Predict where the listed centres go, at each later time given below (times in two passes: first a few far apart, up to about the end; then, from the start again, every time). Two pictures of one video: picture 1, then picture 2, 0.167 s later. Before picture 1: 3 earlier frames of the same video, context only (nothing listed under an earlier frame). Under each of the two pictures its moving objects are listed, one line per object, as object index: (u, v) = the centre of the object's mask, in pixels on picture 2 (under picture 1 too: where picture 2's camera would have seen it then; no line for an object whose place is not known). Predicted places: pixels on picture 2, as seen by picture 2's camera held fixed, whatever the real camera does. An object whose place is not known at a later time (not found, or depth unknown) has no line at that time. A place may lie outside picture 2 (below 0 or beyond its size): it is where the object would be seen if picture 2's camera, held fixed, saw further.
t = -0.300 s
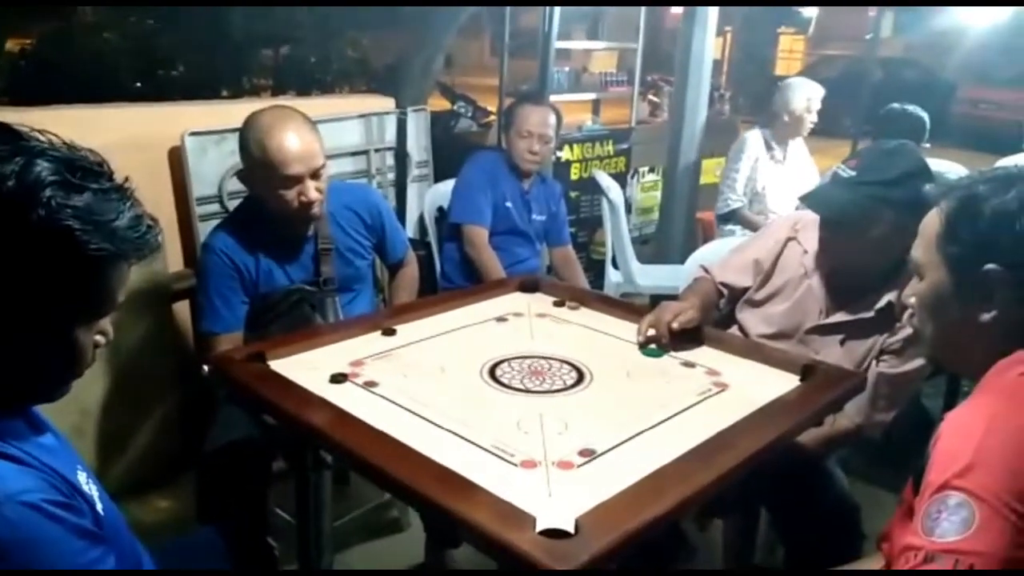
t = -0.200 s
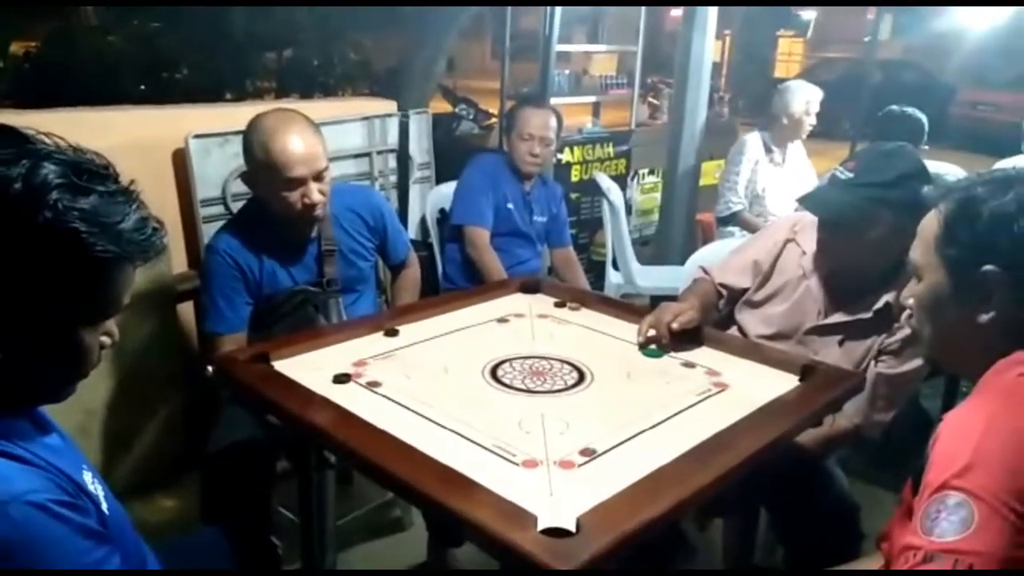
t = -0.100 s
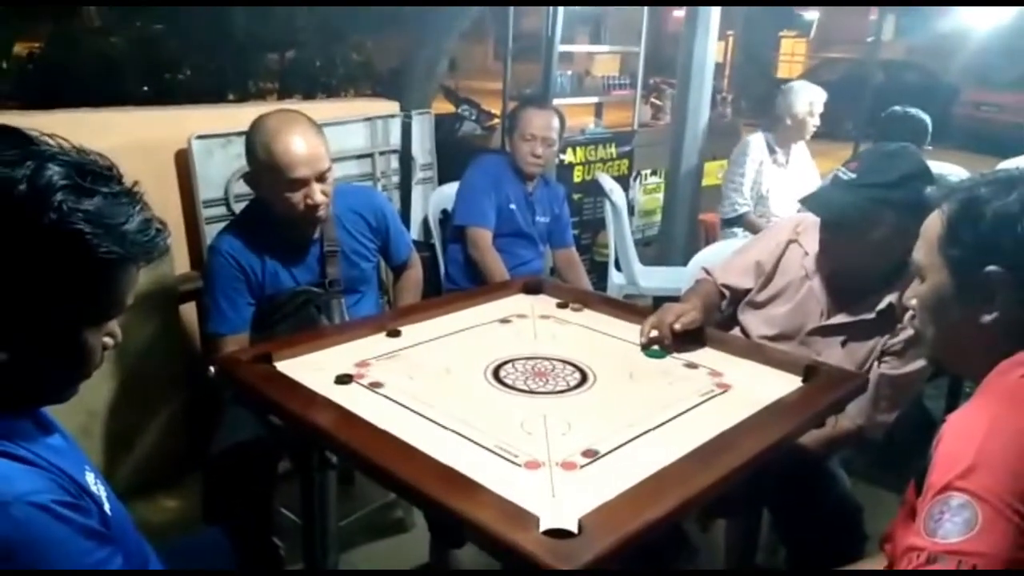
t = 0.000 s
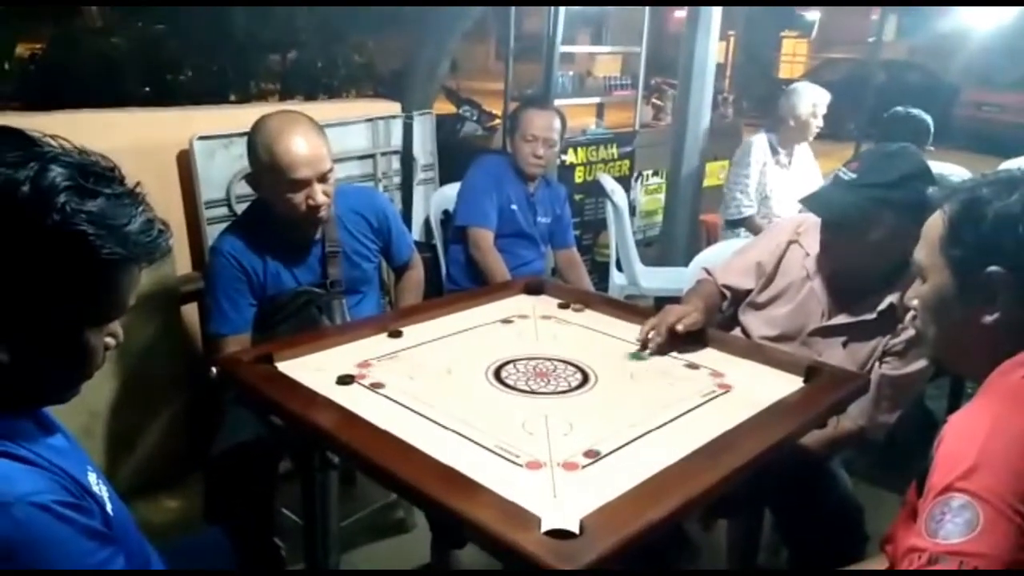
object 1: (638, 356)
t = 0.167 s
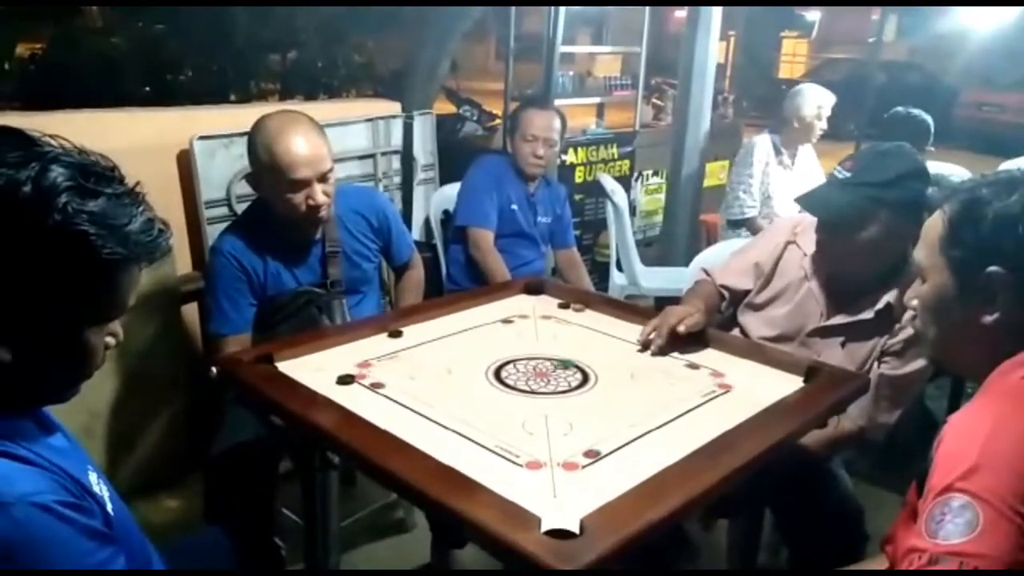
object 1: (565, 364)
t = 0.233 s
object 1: (535, 367)
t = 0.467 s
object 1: (423, 381)
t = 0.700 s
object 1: (328, 389)
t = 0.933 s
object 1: (335, 377)
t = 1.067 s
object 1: (337, 373)
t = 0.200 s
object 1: (548, 366)
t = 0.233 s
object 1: (535, 367)
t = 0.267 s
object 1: (519, 369)
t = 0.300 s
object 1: (503, 372)
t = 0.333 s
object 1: (489, 373)
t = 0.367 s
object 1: (471, 375)
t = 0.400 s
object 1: (455, 377)
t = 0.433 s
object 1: (440, 379)
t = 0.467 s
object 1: (423, 381)
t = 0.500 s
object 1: (406, 383)
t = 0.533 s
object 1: (389, 385)
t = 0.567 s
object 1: (374, 387)
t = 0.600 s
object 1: (356, 389)
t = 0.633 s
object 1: (339, 392)
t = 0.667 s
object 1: (327, 392)
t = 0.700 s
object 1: (328, 389)
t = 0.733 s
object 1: (330, 387)
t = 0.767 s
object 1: (331, 385)
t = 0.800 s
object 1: (332, 383)
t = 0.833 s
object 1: (333, 382)
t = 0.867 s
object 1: (334, 380)
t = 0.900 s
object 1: (335, 378)
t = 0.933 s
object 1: (335, 377)
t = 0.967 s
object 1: (336, 376)
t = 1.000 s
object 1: (337, 374)
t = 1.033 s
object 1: (337, 373)
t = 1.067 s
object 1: (337, 373)
